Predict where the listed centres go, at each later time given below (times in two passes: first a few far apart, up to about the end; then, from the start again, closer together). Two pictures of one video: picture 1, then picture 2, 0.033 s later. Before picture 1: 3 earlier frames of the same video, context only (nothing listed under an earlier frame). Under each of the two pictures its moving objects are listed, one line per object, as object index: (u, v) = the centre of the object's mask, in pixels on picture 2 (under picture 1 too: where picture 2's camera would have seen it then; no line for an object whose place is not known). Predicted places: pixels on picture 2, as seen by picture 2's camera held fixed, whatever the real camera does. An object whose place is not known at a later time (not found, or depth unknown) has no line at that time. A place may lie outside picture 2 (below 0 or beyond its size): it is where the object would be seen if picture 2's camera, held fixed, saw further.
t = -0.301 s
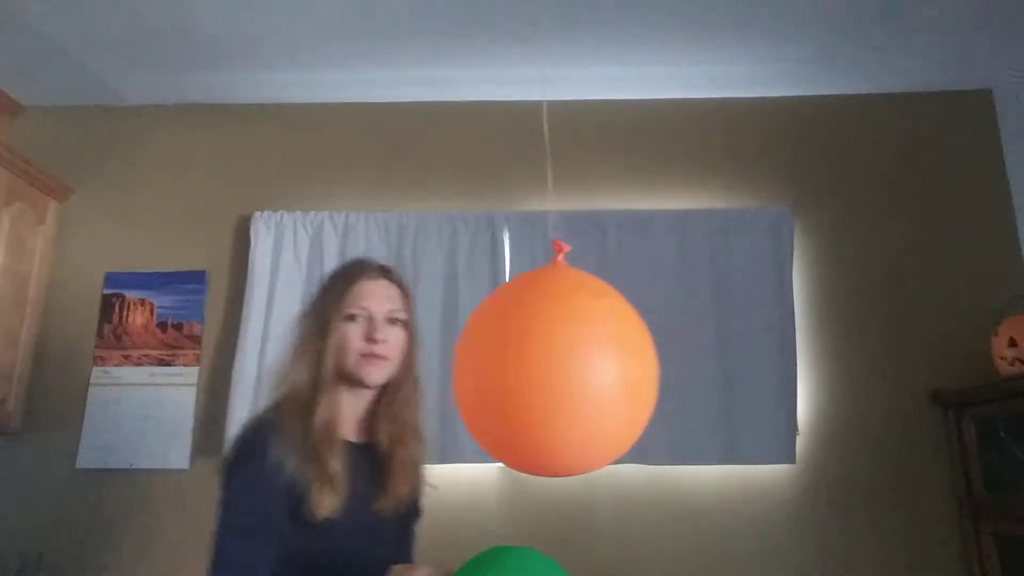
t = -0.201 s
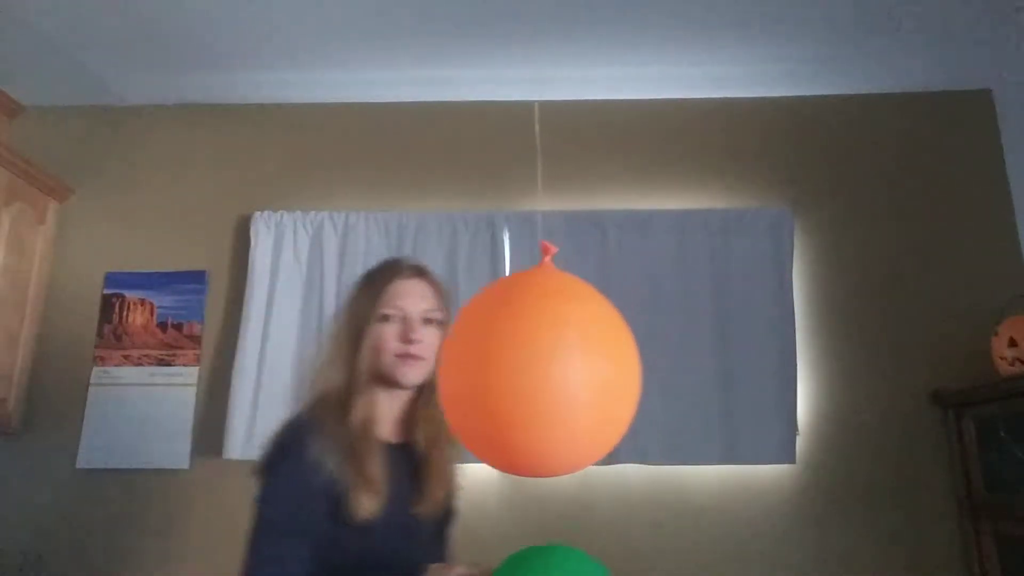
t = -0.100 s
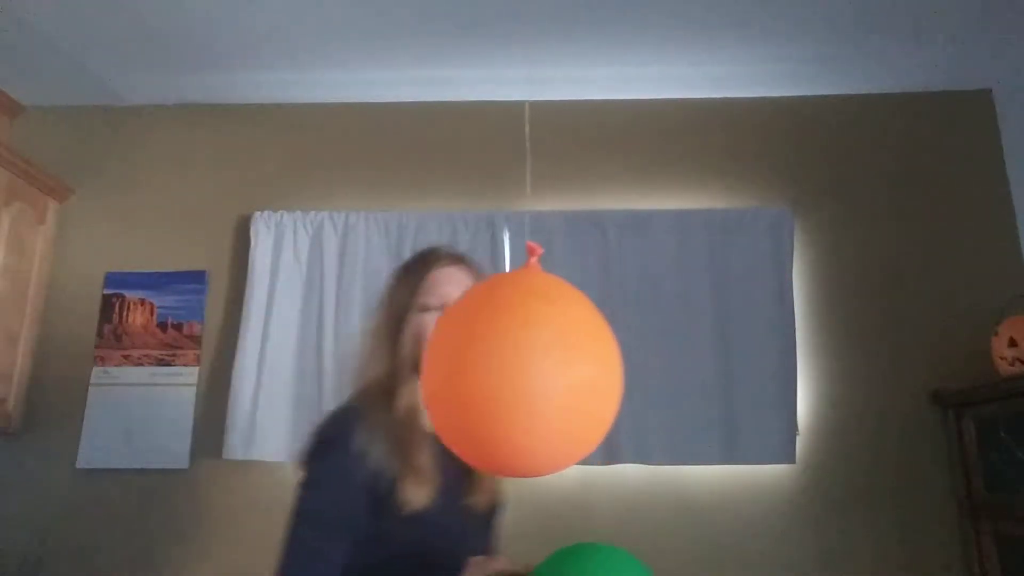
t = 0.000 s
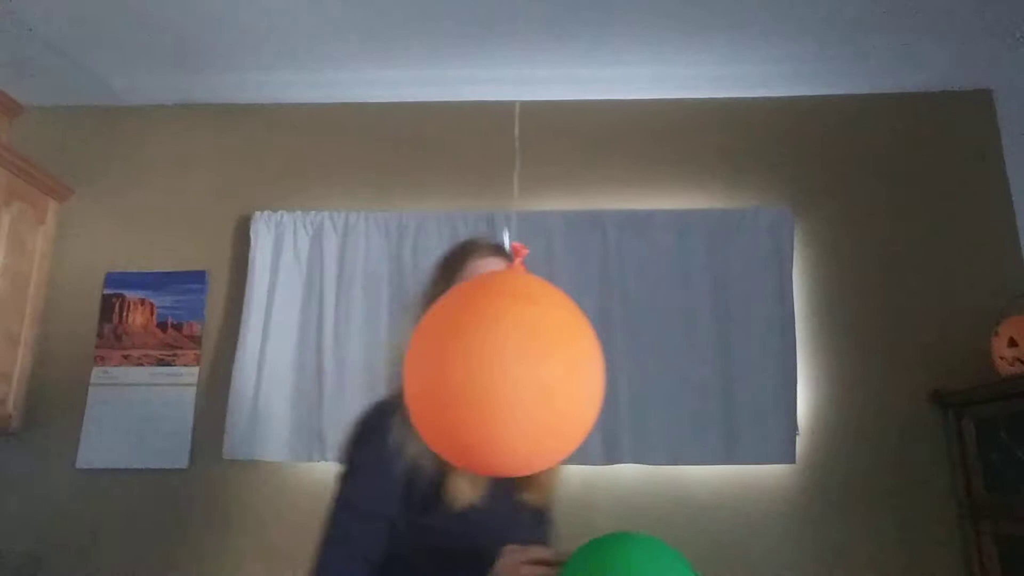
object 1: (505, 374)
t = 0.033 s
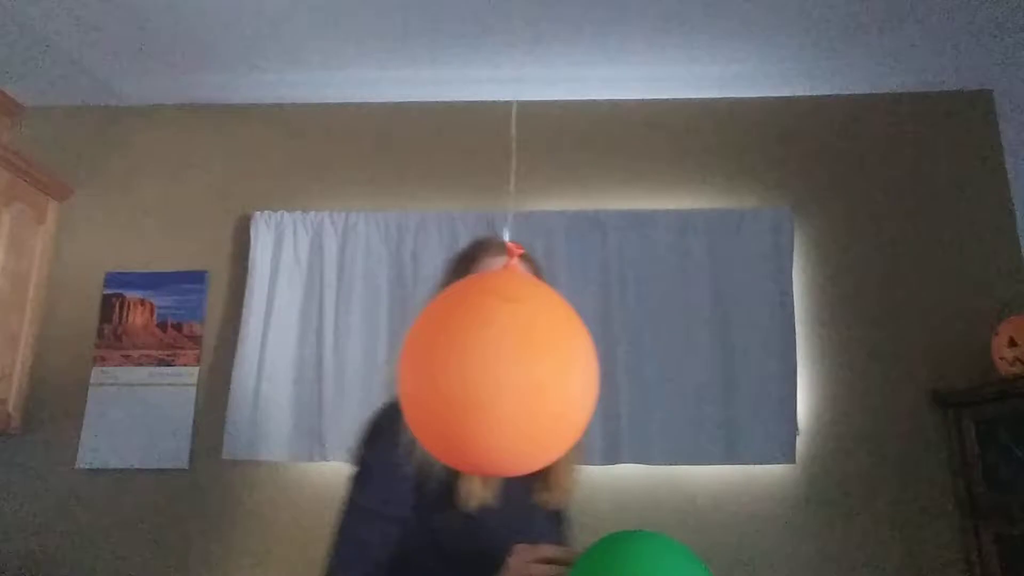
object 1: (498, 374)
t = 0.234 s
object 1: (464, 371)
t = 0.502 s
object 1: (425, 367)
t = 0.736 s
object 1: (410, 364)
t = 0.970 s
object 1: (412, 365)
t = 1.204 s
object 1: (428, 367)
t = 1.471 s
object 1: (460, 369)
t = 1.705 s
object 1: (482, 370)
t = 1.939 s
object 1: (495, 371)
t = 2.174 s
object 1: (498, 370)
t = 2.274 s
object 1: (496, 370)
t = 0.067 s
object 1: (493, 373)
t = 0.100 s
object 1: (487, 372)
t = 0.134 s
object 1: (481, 373)
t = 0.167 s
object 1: (475, 372)
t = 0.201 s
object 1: (469, 372)
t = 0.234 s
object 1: (464, 371)
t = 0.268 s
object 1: (458, 371)
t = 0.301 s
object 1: (453, 370)
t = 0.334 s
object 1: (448, 369)
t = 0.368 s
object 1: (443, 369)
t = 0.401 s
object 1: (438, 369)
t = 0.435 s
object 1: (434, 368)
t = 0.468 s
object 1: (429, 368)
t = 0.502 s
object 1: (425, 367)
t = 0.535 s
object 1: (422, 367)
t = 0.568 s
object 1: (419, 365)
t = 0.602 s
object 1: (416, 365)
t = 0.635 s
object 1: (414, 364)
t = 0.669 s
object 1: (412, 365)
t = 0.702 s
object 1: (411, 364)
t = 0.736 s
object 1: (410, 364)
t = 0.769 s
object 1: (410, 364)
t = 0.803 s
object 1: (409, 364)
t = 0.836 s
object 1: (409, 364)
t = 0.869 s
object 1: (409, 364)
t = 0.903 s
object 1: (410, 364)
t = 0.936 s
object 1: (411, 364)
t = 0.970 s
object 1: (412, 365)
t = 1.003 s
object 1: (414, 365)
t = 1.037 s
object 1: (416, 365)
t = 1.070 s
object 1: (418, 365)
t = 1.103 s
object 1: (420, 366)
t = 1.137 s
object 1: (423, 366)
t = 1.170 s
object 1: (425, 366)
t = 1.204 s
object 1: (428, 367)
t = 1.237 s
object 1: (432, 367)
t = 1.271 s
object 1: (436, 367)
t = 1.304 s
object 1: (440, 368)
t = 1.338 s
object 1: (443, 368)
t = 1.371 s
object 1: (447, 368)
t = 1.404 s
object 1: (451, 369)
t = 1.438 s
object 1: (455, 369)
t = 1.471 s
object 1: (460, 369)
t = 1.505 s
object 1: (464, 370)
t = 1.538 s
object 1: (467, 370)
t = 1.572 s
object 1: (471, 369)
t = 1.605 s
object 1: (475, 369)
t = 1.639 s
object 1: (476, 371)
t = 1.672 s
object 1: (479, 371)
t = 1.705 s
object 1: (482, 370)
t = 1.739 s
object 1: (485, 370)
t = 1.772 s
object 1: (488, 371)
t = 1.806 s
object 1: (490, 371)
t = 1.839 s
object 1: (492, 370)
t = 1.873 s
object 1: (494, 371)
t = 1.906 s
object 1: (495, 371)
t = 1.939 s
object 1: (495, 371)
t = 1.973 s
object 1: (496, 370)
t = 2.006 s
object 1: (497, 371)
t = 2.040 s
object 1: (498, 371)
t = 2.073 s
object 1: (499, 370)
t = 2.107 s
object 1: (499, 371)
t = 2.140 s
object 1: (499, 370)
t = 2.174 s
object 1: (498, 370)
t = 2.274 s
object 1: (496, 370)
